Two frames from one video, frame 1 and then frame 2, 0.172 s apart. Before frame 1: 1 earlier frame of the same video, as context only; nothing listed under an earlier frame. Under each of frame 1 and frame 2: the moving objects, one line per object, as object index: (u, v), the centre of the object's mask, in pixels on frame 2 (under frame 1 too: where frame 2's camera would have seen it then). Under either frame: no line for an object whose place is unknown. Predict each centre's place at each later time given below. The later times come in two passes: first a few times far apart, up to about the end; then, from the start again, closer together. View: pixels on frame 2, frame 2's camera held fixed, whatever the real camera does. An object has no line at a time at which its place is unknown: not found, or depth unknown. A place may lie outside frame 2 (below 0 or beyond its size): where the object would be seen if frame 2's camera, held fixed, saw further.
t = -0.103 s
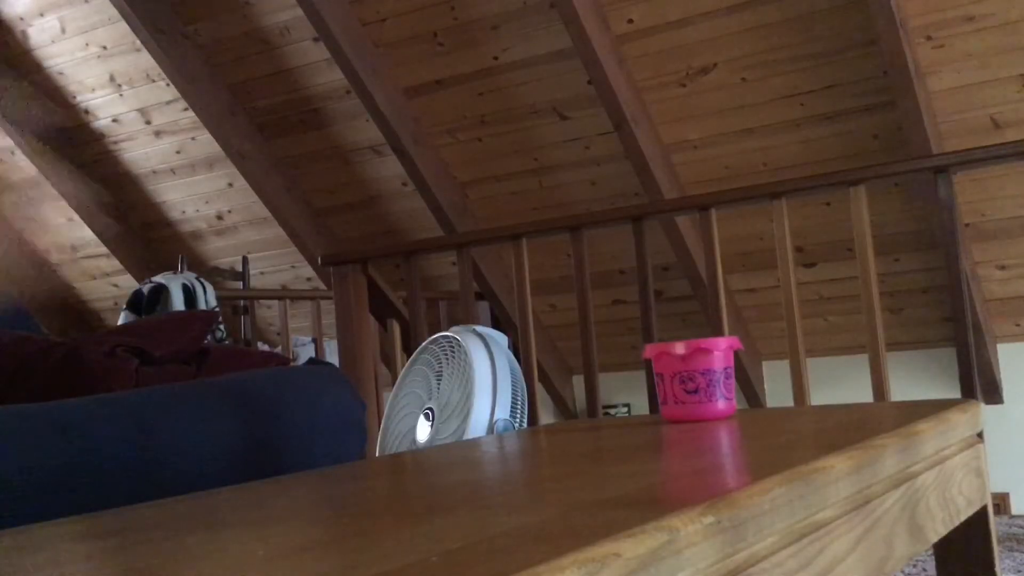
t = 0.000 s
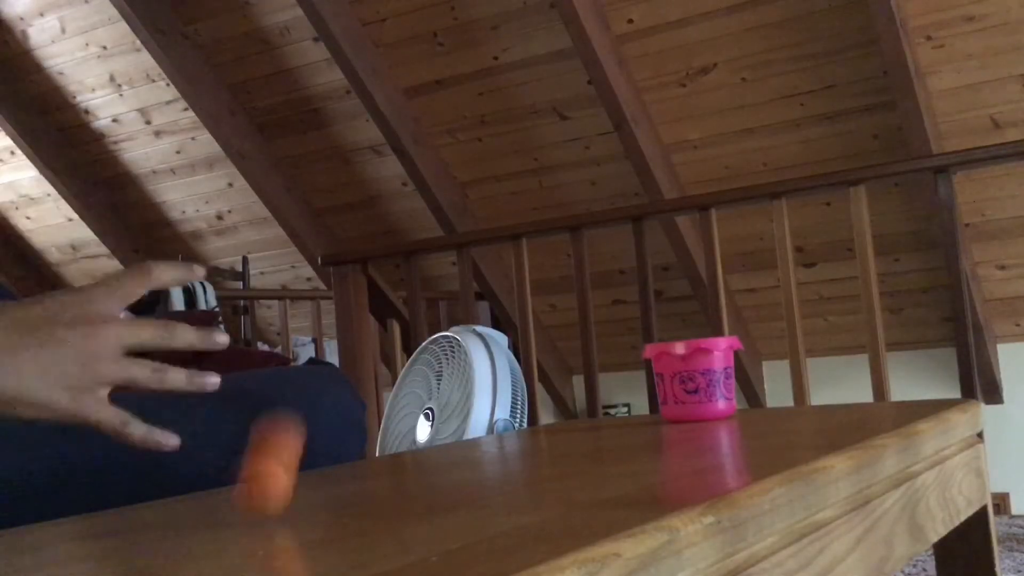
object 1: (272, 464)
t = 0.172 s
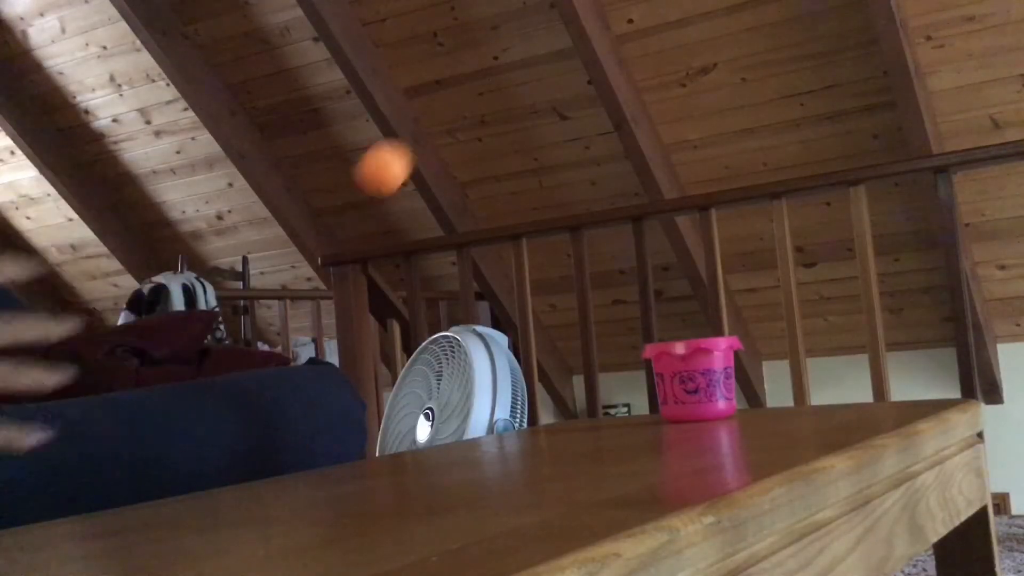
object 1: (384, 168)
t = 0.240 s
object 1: (428, 149)
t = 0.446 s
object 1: (559, 367)
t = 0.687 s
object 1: (627, 219)
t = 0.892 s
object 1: (693, 325)
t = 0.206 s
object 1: (407, 152)
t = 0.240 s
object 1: (428, 149)
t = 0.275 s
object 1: (451, 159)
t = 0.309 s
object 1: (472, 179)
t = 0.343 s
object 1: (493, 210)
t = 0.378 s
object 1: (515, 250)
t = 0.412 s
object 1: (538, 304)
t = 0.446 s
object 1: (559, 367)
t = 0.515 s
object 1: (587, 356)
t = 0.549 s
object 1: (593, 310)
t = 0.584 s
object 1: (601, 272)
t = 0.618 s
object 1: (610, 244)
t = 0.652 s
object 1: (618, 227)
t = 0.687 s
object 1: (627, 219)
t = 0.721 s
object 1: (637, 221)
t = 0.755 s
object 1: (648, 231)
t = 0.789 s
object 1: (658, 249)
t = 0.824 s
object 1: (670, 277)
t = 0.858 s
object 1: (682, 313)
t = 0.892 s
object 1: (693, 325)
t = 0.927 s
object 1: (702, 325)
